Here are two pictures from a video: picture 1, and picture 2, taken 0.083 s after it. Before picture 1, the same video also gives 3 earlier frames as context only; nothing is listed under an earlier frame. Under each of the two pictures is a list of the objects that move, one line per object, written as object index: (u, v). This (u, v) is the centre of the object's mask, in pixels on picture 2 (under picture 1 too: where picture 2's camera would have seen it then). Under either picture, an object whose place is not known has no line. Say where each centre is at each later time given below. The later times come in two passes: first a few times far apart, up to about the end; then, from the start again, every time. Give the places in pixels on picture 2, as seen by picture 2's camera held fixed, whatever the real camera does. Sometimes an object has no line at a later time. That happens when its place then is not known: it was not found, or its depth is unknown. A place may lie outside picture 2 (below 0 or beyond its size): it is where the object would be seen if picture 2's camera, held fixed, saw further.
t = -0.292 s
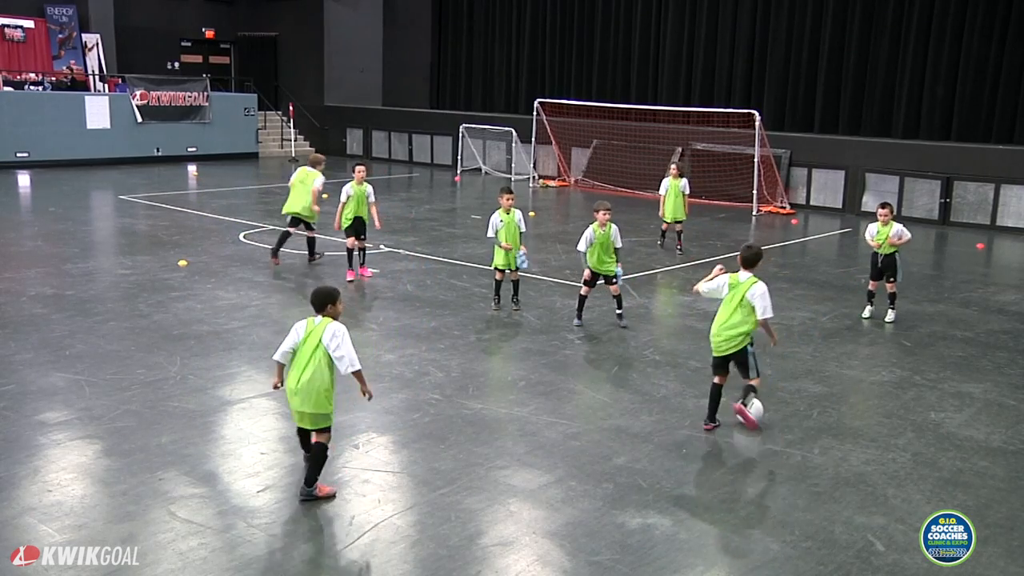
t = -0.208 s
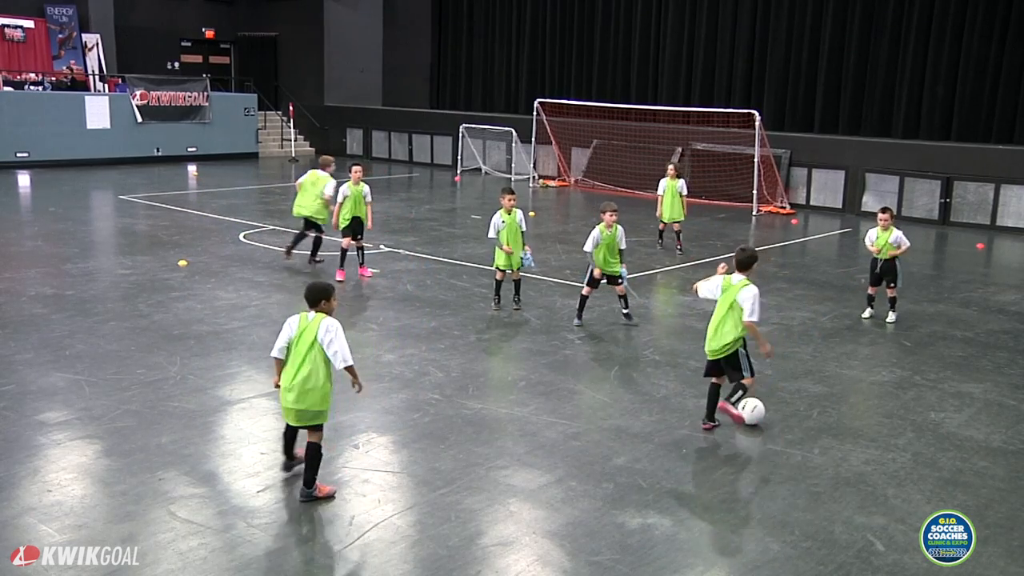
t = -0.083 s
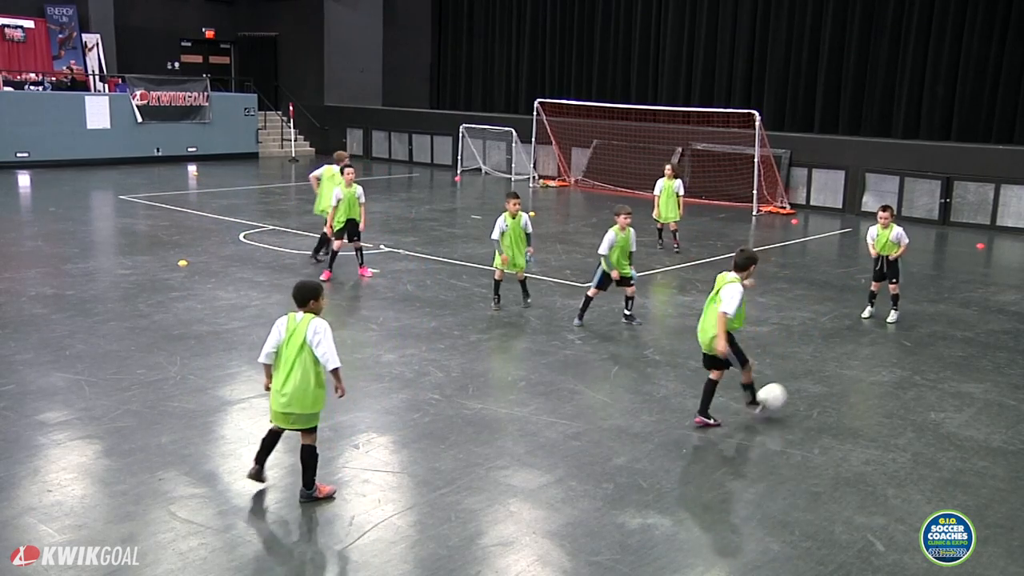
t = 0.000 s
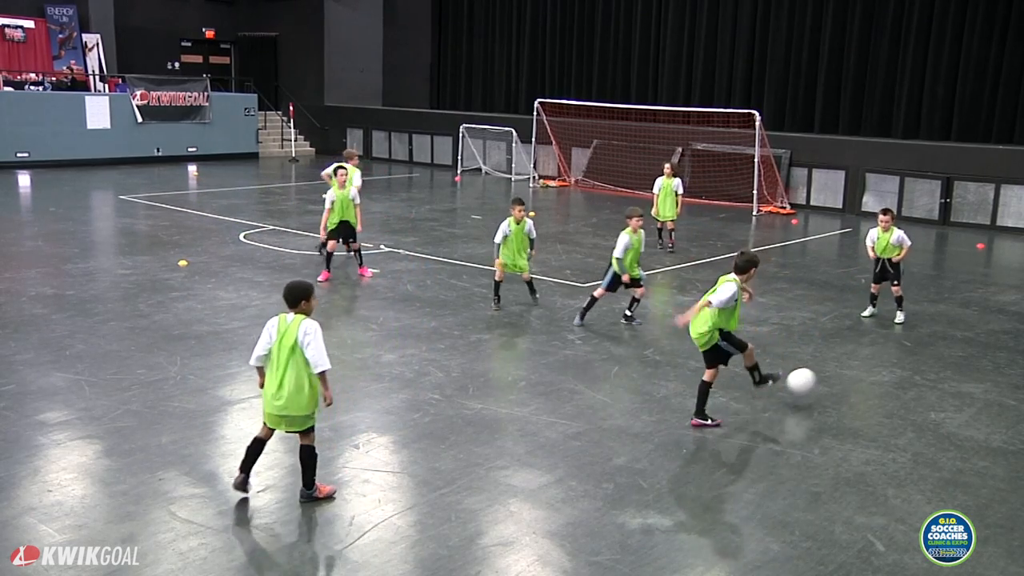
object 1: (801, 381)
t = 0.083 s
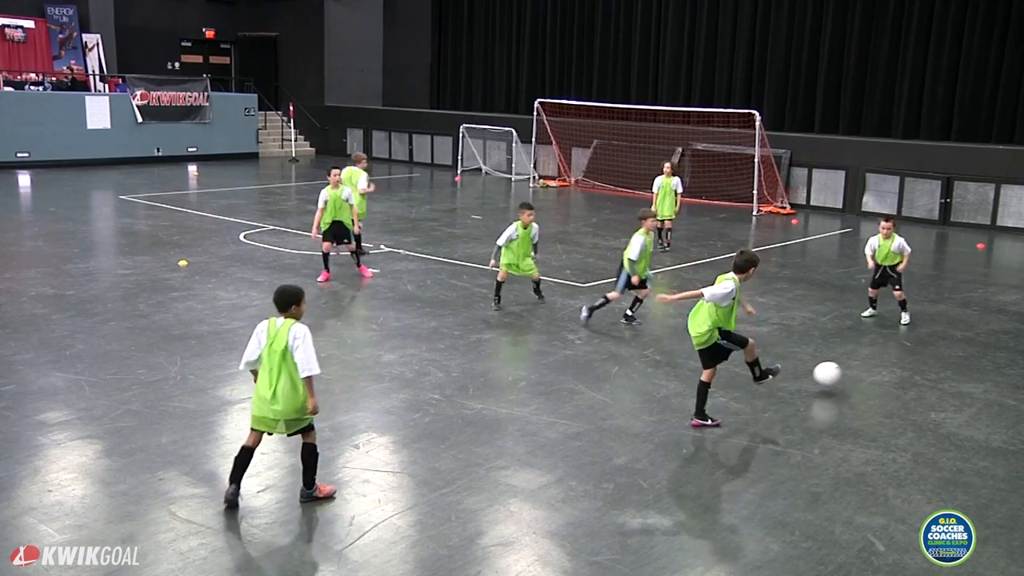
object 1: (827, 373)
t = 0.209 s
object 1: (858, 363)
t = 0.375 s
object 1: (890, 350)
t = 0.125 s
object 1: (839, 373)
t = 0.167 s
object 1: (850, 368)
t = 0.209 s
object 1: (858, 363)
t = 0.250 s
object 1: (867, 360)
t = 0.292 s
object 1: (875, 357)
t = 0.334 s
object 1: (883, 353)
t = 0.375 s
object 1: (890, 350)
